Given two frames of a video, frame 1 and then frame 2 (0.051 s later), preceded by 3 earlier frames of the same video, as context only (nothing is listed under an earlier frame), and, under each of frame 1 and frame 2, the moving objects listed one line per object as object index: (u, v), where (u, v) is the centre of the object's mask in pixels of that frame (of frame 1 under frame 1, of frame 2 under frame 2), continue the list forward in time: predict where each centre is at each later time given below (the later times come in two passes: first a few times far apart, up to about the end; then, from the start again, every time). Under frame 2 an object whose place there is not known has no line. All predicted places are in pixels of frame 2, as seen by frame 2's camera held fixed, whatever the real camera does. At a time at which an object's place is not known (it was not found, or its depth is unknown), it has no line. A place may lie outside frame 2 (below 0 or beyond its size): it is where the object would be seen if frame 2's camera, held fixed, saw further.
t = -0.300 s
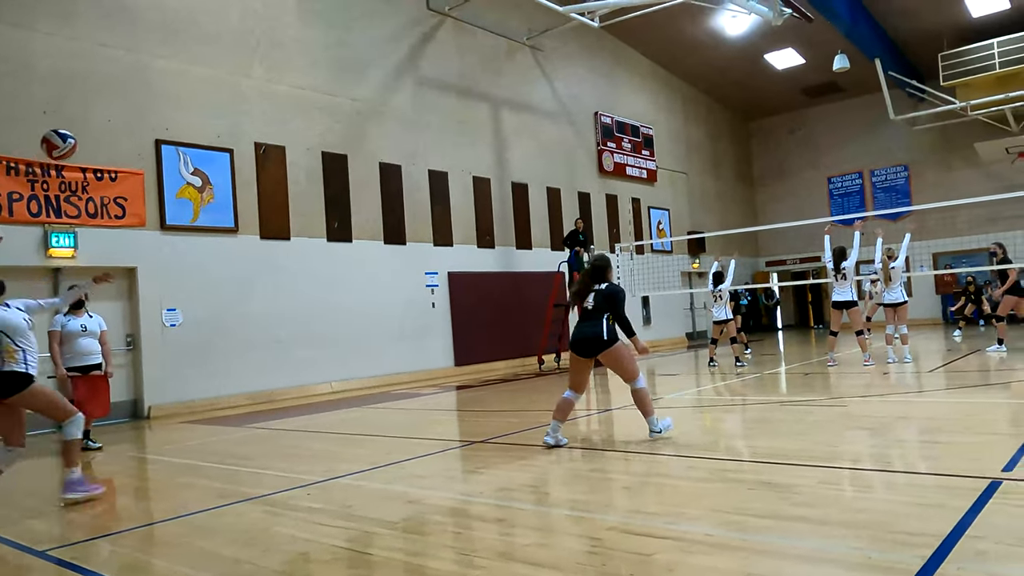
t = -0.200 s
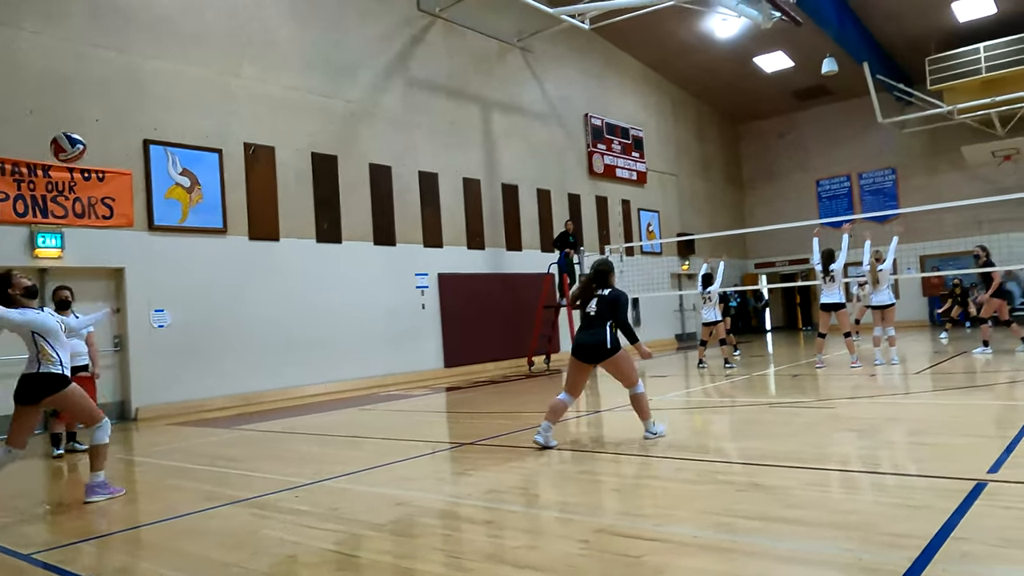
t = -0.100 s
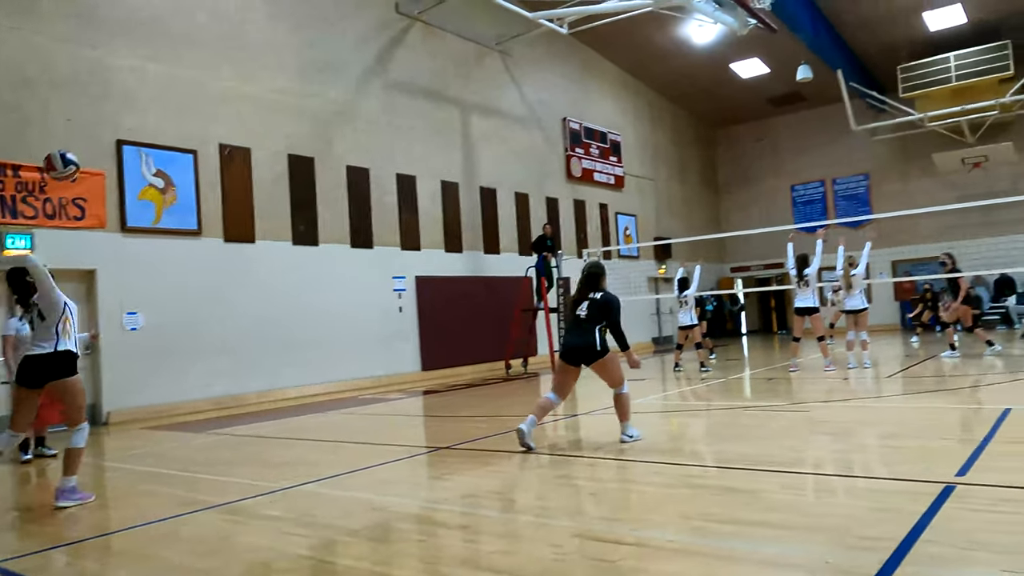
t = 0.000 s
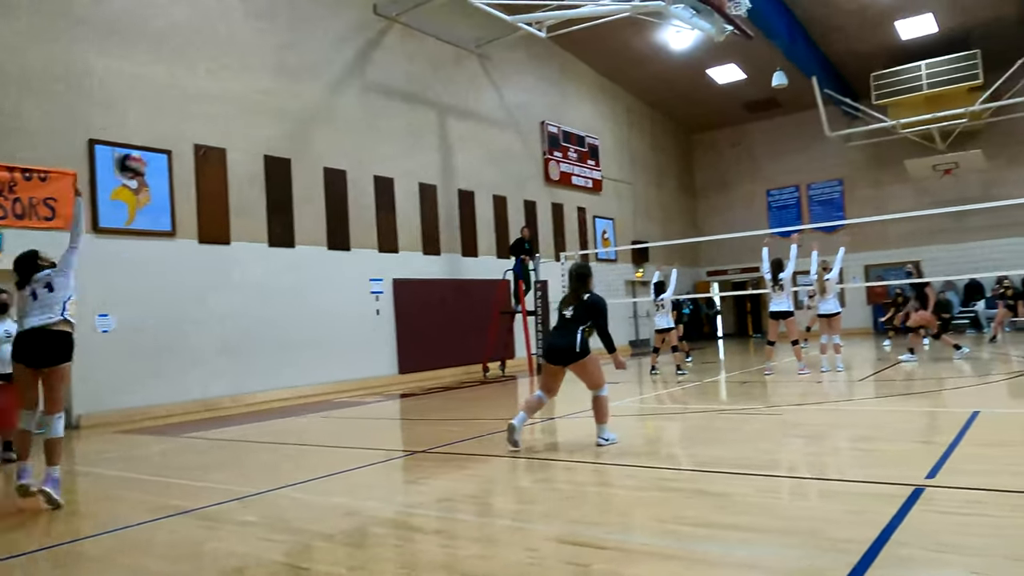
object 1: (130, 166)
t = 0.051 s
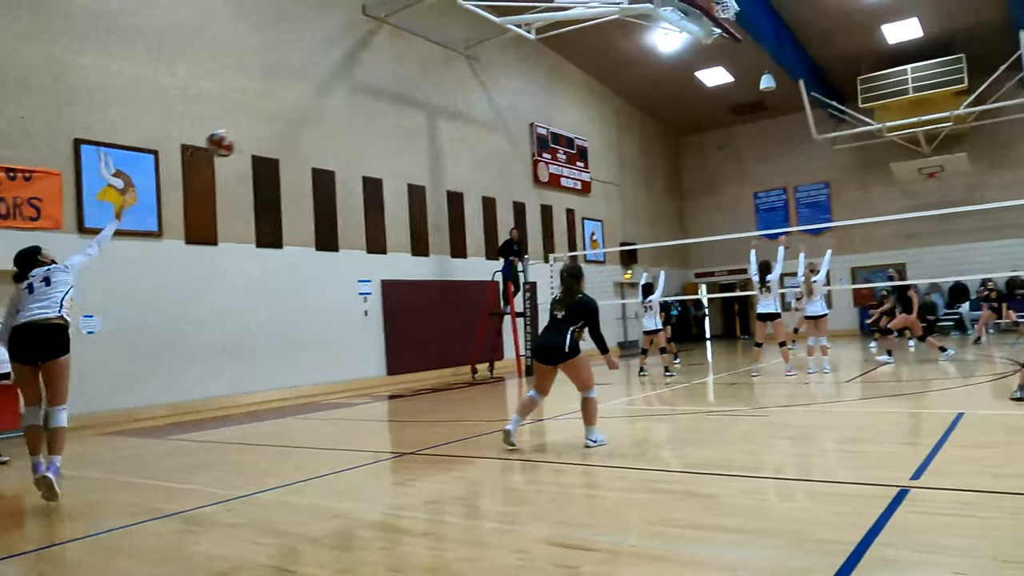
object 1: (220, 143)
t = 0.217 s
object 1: (465, 107)
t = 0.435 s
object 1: (656, 110)
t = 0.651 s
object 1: (781, 142)
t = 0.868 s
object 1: (871, 191)
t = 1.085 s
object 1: (939, 251)
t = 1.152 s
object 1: (958, 271)
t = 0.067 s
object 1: (252, 137)
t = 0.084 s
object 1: (281, 132)
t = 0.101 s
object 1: (308, 127)
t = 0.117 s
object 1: (334, 123)
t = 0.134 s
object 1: (359, 119)
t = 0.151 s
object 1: (381, 116)
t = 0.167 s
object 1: (404, 113)
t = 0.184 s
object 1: (425, 111)
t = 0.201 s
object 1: (445, 109)
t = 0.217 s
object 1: (465, 107)
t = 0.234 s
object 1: (483, 106)
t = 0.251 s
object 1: (500, 105)
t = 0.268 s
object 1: (517, 105)
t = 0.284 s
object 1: (534, 105)
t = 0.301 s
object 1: (549, 104)
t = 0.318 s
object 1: (564, 104)
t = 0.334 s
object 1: (579, 104)
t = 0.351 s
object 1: (593, 105)
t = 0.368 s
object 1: (606, 106)
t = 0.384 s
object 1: (620, 106)
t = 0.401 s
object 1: (632, 107)
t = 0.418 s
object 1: (644, 109)
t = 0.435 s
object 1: (656, 110)
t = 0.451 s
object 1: (668, 112)
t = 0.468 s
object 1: (679, 113)
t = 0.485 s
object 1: (689, 115)
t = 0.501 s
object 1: (700, 117)
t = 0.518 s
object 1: (710, 119)
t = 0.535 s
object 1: (720, 121)
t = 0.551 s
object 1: (730, 124)
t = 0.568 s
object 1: (739, 126)
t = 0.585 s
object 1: (748, 130)
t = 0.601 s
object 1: (757, 132)
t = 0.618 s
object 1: (765, 135)
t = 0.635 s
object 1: (773, 138)
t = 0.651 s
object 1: (781, 142)
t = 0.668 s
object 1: (789, 145)
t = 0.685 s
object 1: (796, 149)
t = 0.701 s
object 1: (804, 151)
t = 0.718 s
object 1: (811, 156)
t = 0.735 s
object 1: (818, 158)
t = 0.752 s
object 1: (825, 163)
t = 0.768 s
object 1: (833, 166)
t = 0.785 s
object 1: (840, 171)
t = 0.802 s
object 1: (845, 175)
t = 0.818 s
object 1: (852, 179)
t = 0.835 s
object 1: (858, 183)
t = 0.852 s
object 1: (864, 187)
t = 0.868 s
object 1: (871, 191)
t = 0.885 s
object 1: (877, 195)
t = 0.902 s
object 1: (883, 199)
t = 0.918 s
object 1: (887, 205)
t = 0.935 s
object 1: (893, 209)
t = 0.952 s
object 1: (898, 212)
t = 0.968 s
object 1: (904, 220)
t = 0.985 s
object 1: (910, 222)
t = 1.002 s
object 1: (915, 226)
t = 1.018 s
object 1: (921, 231)
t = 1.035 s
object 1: (925, 236)
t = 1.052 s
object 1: (930, 242)
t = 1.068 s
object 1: (935, 246)
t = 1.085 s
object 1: (939, 251)
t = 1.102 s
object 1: (944, 256)
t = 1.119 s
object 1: (949, 261)
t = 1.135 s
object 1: (954, 266)
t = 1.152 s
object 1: (958, 271)
